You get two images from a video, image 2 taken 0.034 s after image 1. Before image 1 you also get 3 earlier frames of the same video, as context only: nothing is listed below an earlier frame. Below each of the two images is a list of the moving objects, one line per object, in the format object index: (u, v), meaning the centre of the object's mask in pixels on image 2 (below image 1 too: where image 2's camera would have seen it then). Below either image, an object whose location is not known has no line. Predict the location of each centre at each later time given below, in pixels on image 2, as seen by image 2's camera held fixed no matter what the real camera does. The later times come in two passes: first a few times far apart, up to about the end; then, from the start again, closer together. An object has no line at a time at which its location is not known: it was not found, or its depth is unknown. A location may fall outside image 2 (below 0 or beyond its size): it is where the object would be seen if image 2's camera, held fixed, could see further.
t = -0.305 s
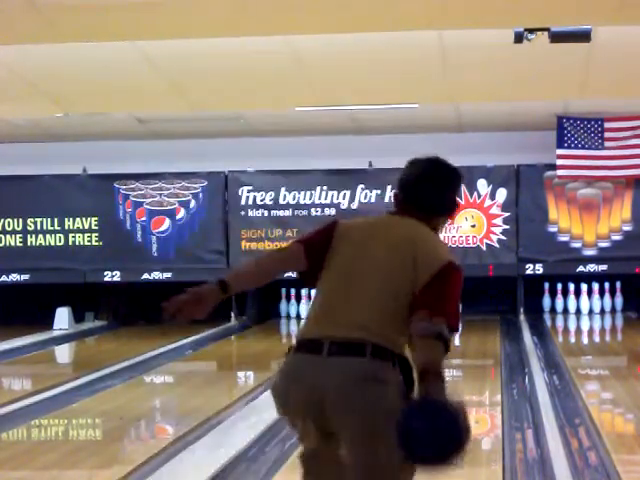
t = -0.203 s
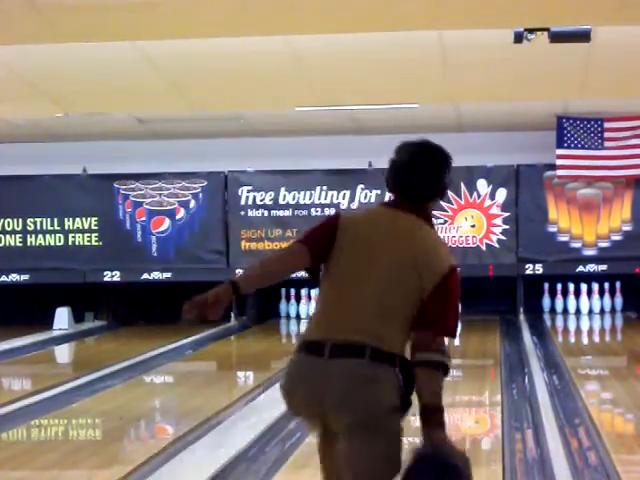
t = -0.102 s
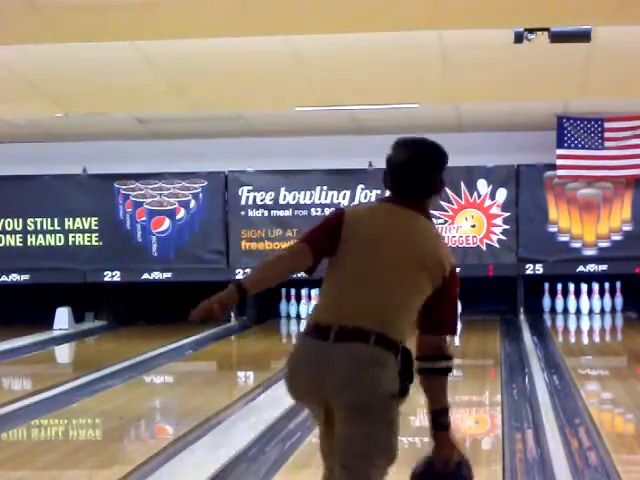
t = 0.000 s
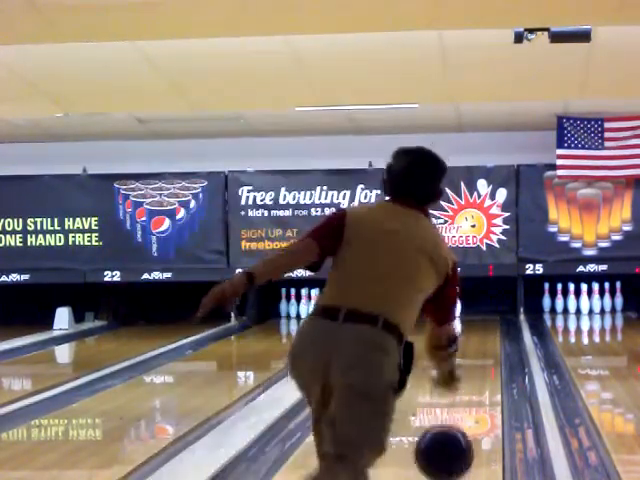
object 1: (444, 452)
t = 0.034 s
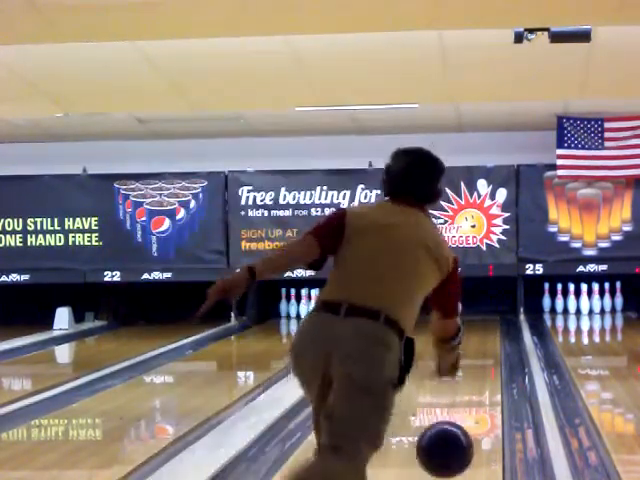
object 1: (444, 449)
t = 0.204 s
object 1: (447, 462)
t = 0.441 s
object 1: (450, 427)
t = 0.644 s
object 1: (450, 402)
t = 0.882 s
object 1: (451, 382)
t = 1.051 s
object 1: (446, 367)
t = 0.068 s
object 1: (445, 448)
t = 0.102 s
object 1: (446, 450)
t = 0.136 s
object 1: (446, 454)
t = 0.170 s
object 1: (447, 459)
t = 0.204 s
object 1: (447, 462)
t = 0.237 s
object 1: (448, 457)
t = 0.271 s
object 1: (448, 451)
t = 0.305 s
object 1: (449, 446)
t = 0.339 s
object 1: (449, 443)
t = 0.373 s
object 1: (449, 438)
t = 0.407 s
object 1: (449, 432)
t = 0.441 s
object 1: (450, 427)
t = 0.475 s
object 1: (450, 422)
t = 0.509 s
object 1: (450, 418)
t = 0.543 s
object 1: (450, 413)
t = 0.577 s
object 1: (450, 410)
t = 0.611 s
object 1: (450, 406)
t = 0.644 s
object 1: (450, 402)
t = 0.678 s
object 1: (450, 399)
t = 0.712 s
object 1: (450, 396)
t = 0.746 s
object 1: (450, 393)
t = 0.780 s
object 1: (451, 390)
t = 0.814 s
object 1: (451, 387)
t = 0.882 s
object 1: (451, 382)
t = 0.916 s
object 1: (451, 381)
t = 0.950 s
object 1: (454, 379)
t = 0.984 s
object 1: (453, 380)
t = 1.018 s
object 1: (446, 371)
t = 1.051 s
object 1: (446, 367)
